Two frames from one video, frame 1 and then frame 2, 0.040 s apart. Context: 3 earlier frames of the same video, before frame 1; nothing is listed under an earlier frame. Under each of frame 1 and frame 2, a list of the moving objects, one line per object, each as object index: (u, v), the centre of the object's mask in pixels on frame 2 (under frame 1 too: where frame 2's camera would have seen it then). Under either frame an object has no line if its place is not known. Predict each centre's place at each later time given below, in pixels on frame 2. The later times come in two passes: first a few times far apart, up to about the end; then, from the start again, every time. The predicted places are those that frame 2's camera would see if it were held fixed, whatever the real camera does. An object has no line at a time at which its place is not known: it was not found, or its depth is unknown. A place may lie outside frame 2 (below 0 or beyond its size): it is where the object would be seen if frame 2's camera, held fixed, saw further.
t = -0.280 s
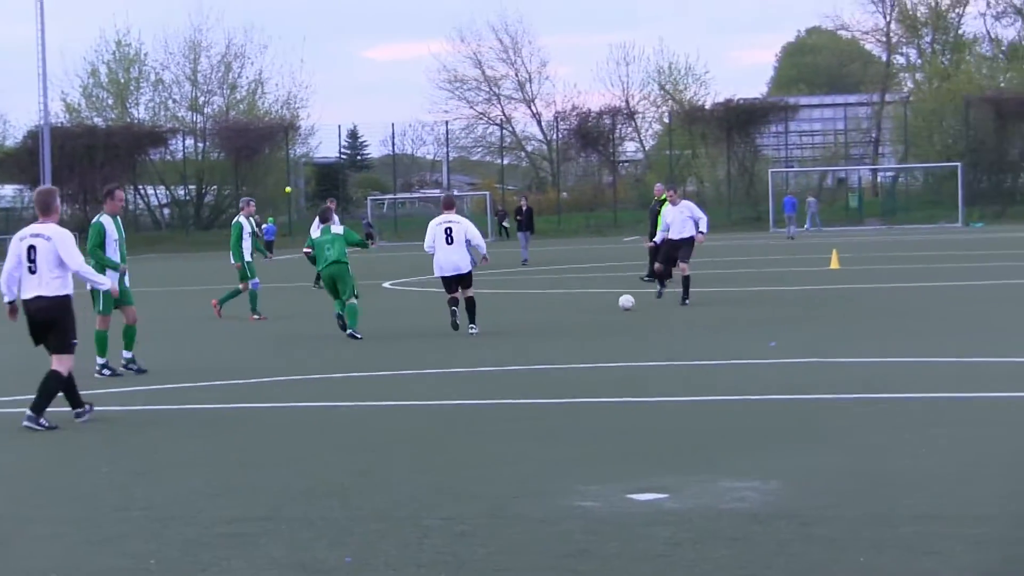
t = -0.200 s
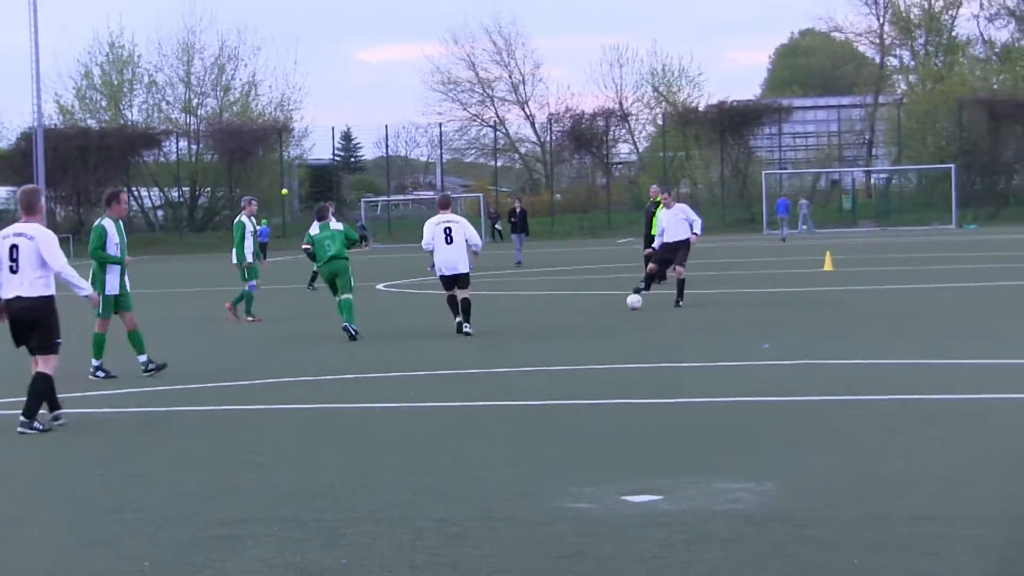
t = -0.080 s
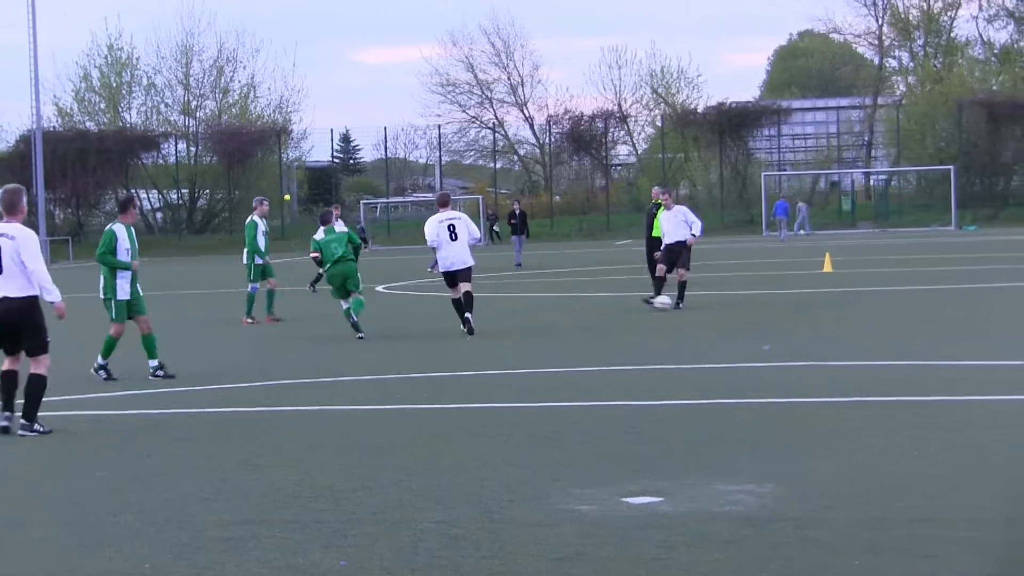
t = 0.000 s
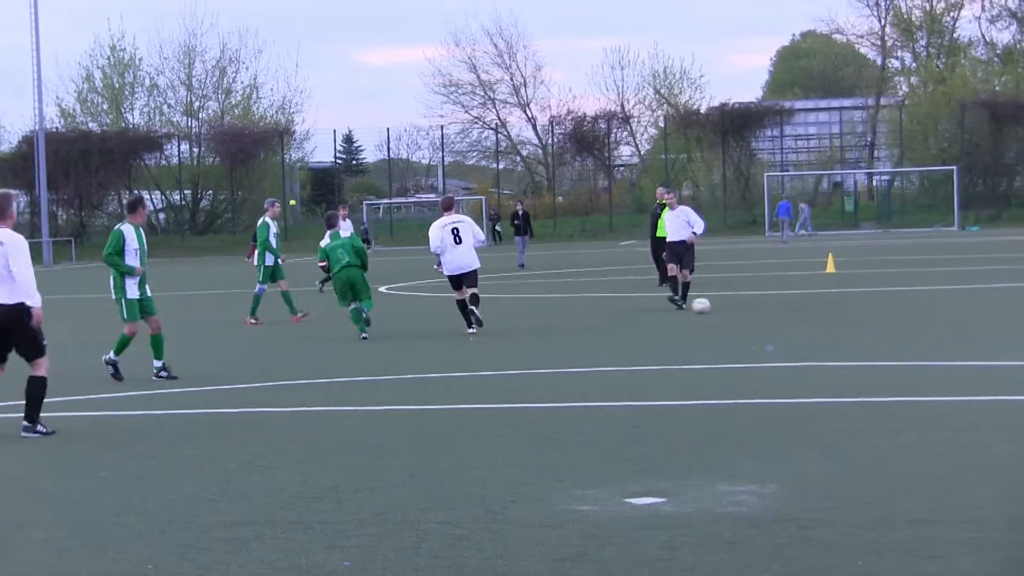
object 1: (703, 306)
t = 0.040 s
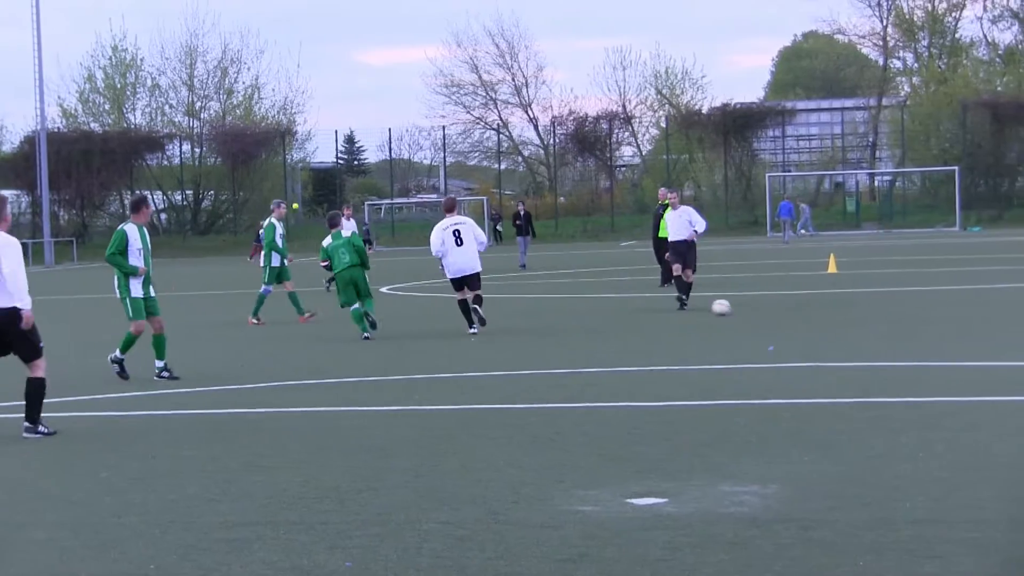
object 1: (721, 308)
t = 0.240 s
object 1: (815, 313)
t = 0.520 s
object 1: (955, 320)
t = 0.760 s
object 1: (1083, 326)
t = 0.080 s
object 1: (740, 309)
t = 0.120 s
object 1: (758, 310)
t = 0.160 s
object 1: (778, 311)
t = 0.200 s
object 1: (796, 311)
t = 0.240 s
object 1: (815, 313)
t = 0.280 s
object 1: (835, 314)
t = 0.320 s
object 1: (854, 315)
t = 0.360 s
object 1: (874, 315)
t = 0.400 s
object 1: (894, 316)
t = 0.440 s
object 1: (913, 318)
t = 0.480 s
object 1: (934, 318)
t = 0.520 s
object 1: (955, 320)
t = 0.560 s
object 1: (975, 319)
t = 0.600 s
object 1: (997, 320)
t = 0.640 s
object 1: (1019, 322)
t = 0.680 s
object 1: (1041, 325)
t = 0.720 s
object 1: (1062, 325)
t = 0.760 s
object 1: (1083, 326)
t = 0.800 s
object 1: (1106, 330)
